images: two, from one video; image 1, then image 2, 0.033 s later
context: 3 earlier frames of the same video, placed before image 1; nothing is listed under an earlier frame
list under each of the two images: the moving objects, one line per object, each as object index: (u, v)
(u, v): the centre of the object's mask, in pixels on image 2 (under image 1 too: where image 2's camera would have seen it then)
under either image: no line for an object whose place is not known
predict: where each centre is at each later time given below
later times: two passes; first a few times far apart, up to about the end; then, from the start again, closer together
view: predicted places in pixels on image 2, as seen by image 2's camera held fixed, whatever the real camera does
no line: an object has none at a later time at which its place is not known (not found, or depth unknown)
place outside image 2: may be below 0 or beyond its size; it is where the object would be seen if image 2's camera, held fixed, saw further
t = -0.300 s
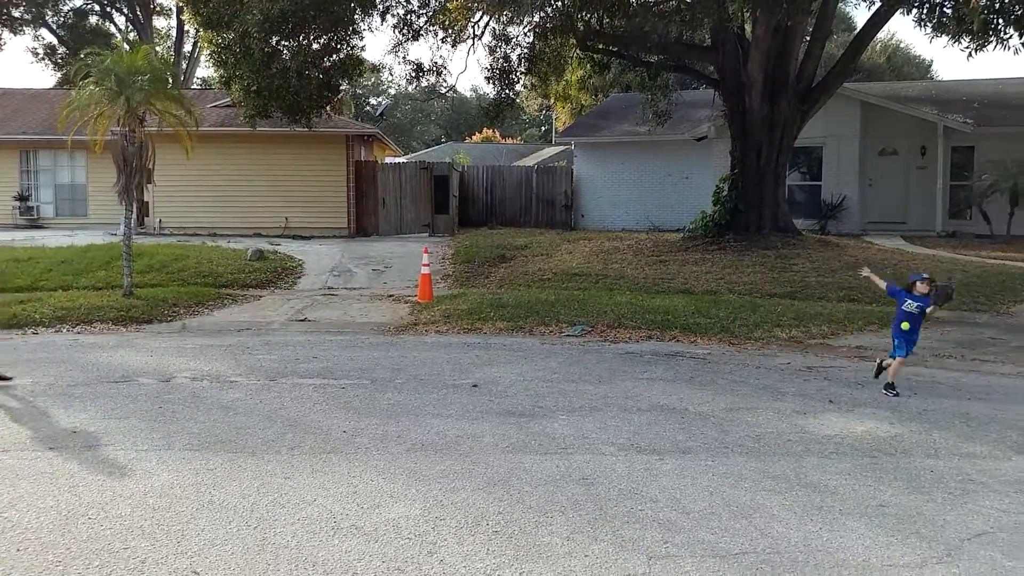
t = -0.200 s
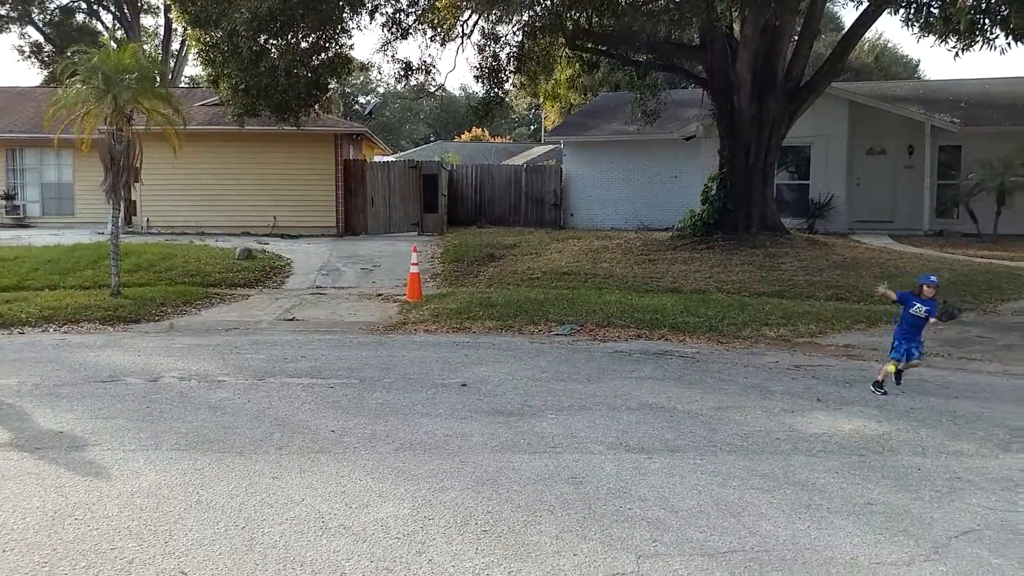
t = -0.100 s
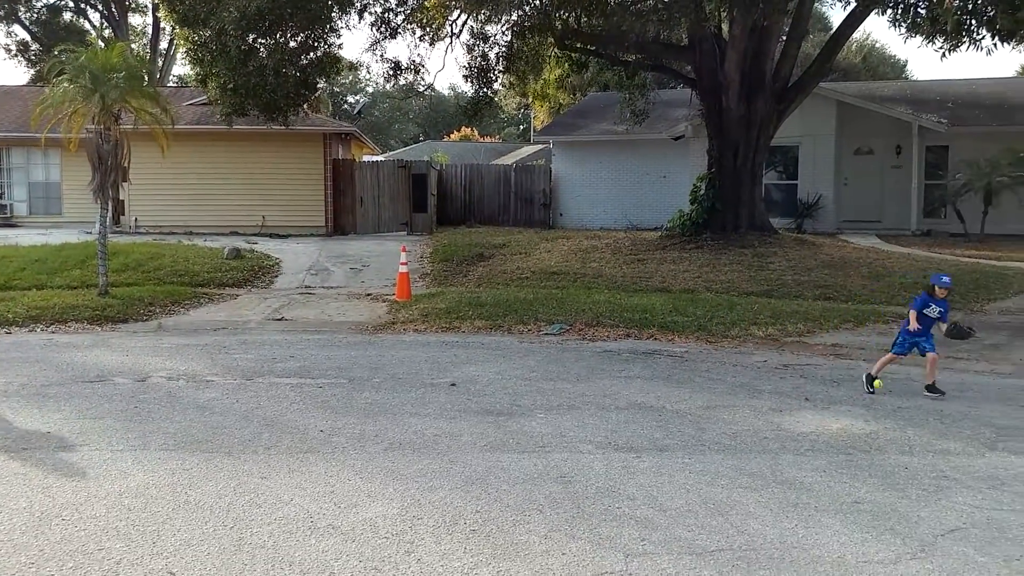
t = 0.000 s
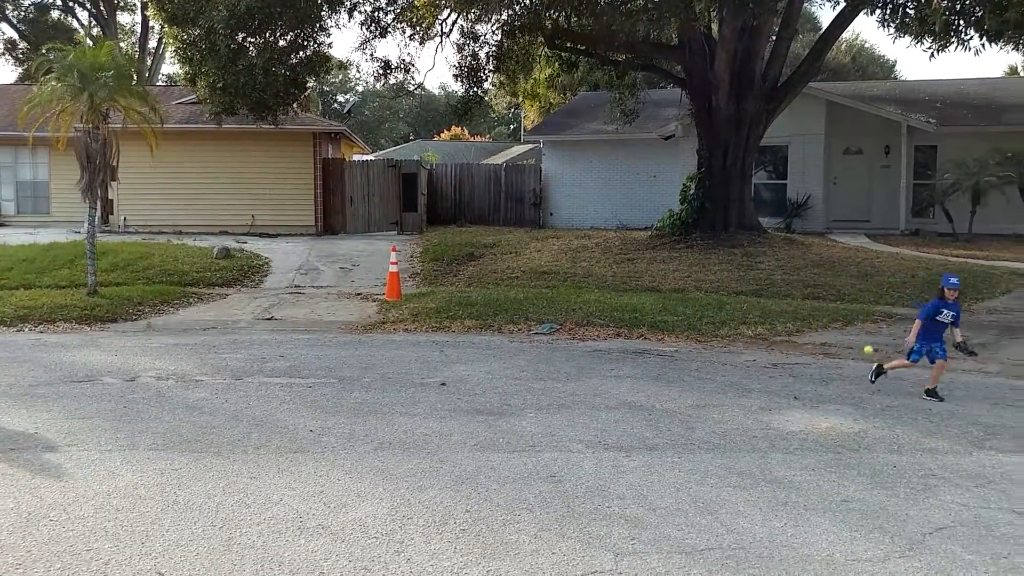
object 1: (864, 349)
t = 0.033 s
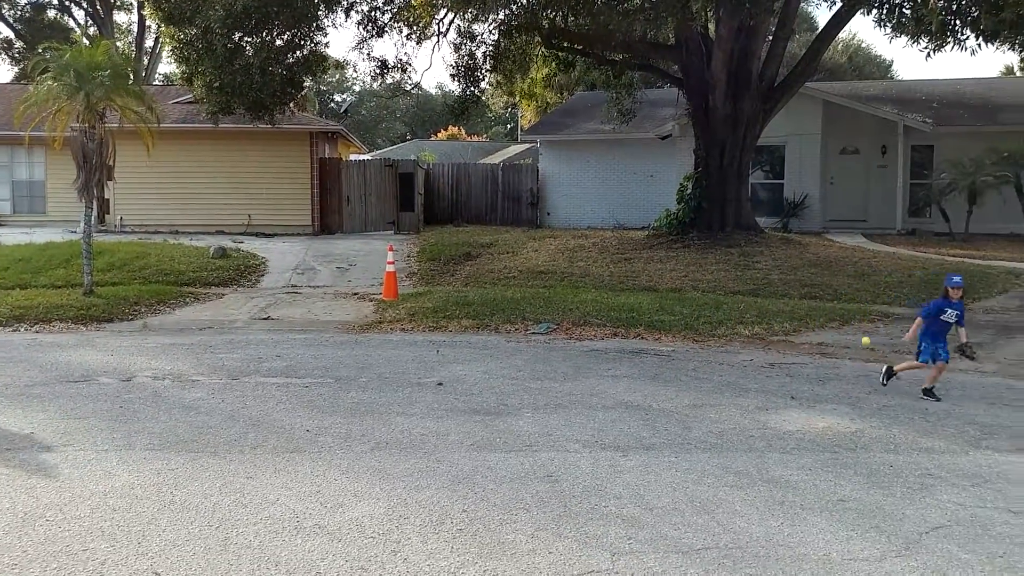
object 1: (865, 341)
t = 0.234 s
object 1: (866, 318)
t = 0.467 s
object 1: (865, 352)
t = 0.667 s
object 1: (863, 397)
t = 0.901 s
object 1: (853, 353)
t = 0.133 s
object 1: (866, 323)
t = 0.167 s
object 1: (866, 320)
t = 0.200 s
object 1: (866, 319)
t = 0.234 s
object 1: (866, 318)
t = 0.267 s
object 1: (866, 319)
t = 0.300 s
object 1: (866, 321)
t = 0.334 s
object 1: (865, 324)
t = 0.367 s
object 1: (865, 329)
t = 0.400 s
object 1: (865, 335)
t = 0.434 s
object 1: (864, 344)
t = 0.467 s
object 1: (865, 352)
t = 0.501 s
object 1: (865, 362)
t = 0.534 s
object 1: (865, 374)
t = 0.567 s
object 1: (865, 387)
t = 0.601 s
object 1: (865, 402)
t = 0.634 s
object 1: (864, 409)
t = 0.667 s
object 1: (863, 397)
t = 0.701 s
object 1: (861, 386)
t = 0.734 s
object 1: (860, 377)
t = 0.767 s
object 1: (858, 369)
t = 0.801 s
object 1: (857, 363)
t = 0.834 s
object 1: (855, 359)
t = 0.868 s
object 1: (854, 356)
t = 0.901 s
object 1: (853, 353)
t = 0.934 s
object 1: (851, 353)
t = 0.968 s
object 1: (850, 354)
